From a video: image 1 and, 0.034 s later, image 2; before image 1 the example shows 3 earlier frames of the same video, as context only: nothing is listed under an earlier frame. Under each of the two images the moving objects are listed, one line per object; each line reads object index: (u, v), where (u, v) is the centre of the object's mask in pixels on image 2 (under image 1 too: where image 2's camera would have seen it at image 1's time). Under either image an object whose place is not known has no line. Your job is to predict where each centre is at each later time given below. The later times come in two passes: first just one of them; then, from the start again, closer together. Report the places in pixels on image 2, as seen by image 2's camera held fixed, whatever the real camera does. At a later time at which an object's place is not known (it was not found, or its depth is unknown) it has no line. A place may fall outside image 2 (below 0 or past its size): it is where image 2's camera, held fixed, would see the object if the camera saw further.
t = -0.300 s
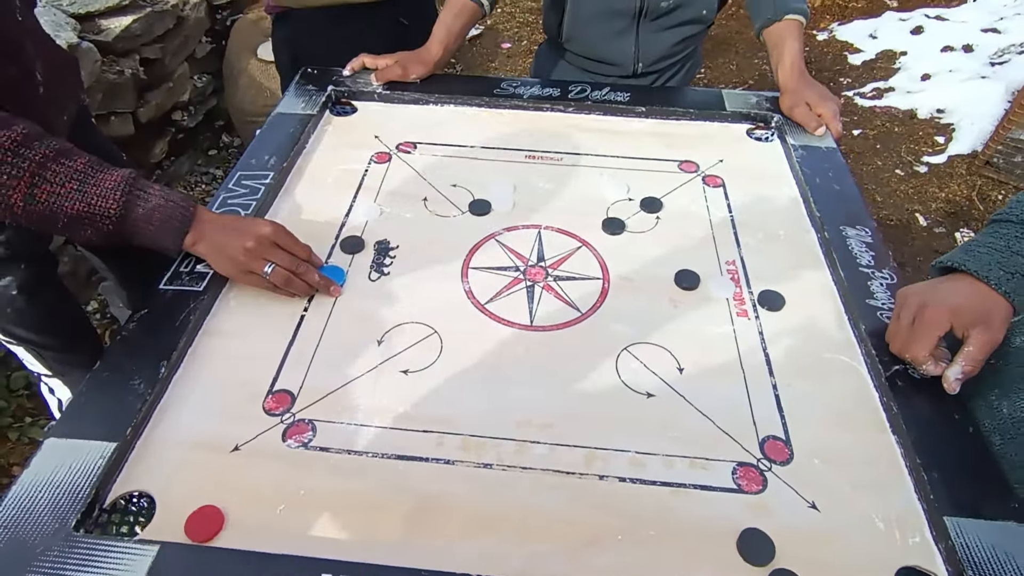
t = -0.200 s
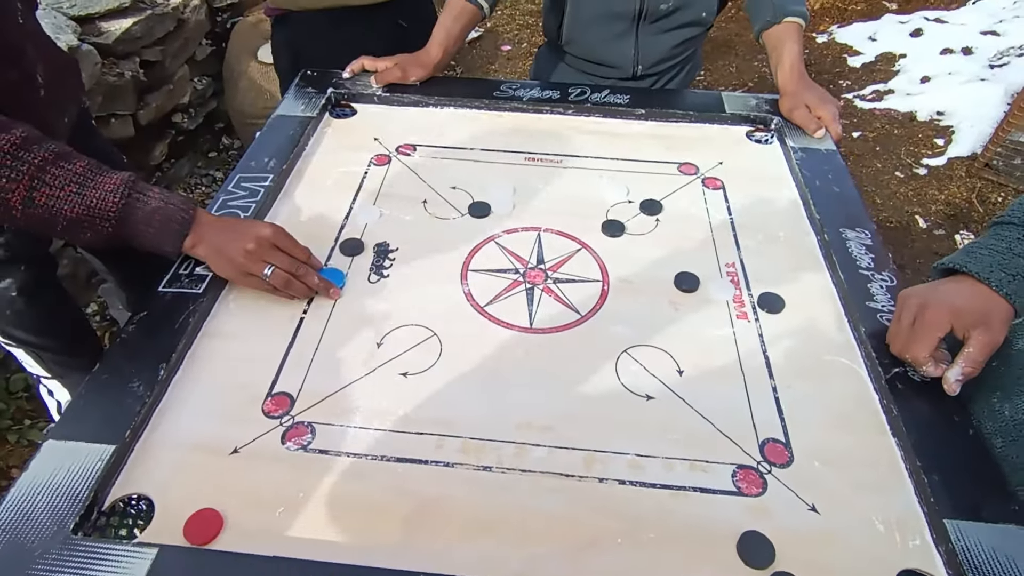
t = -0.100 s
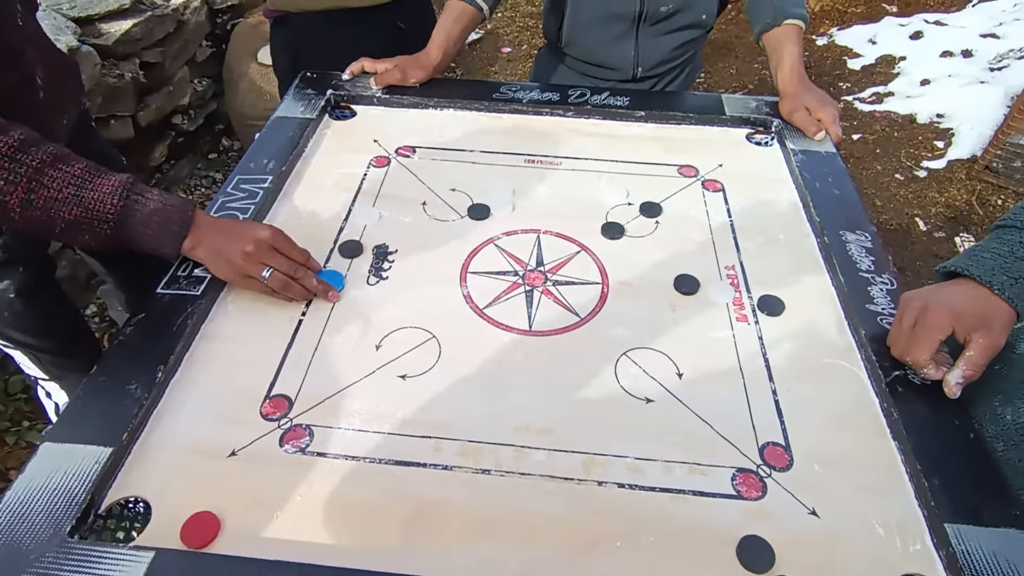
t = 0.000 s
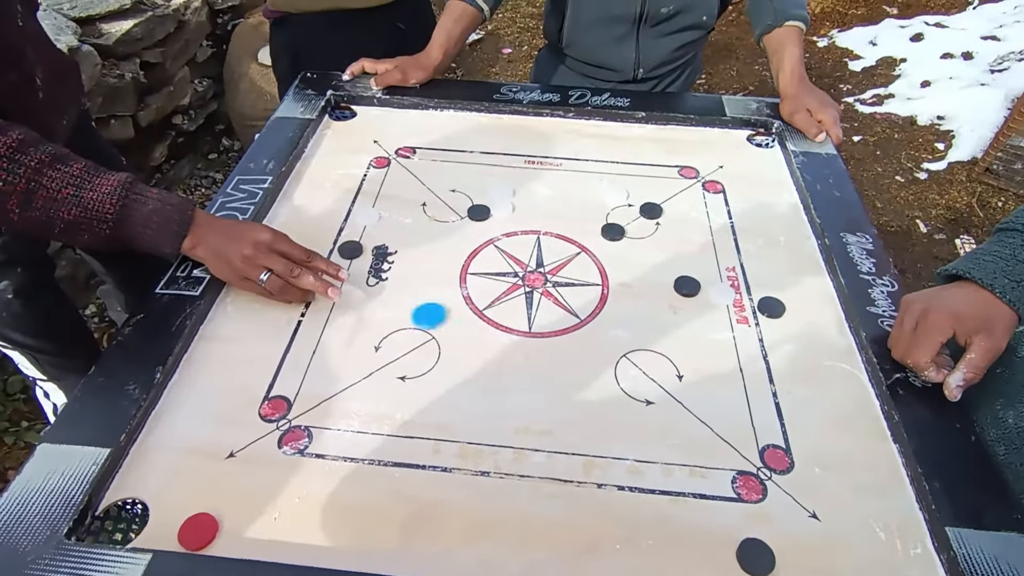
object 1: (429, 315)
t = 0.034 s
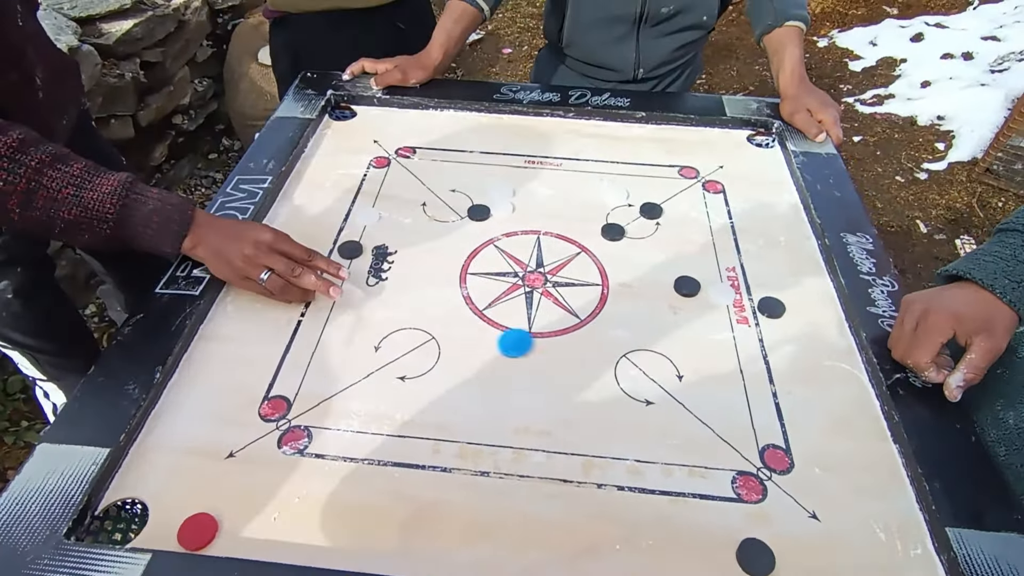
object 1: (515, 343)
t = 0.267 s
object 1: (662, 493)
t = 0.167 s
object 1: (860, 457)
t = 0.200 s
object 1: (795, 469)
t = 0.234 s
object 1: (729, 481)
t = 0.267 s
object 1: (662, 493)
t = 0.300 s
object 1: (596, 504)
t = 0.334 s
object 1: (531, 514)
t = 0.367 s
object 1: (466, 525)
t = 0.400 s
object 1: (401, 536)
